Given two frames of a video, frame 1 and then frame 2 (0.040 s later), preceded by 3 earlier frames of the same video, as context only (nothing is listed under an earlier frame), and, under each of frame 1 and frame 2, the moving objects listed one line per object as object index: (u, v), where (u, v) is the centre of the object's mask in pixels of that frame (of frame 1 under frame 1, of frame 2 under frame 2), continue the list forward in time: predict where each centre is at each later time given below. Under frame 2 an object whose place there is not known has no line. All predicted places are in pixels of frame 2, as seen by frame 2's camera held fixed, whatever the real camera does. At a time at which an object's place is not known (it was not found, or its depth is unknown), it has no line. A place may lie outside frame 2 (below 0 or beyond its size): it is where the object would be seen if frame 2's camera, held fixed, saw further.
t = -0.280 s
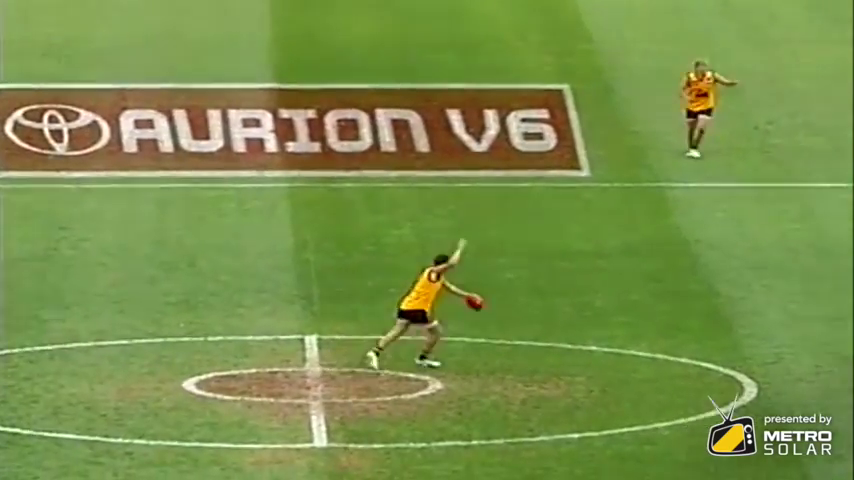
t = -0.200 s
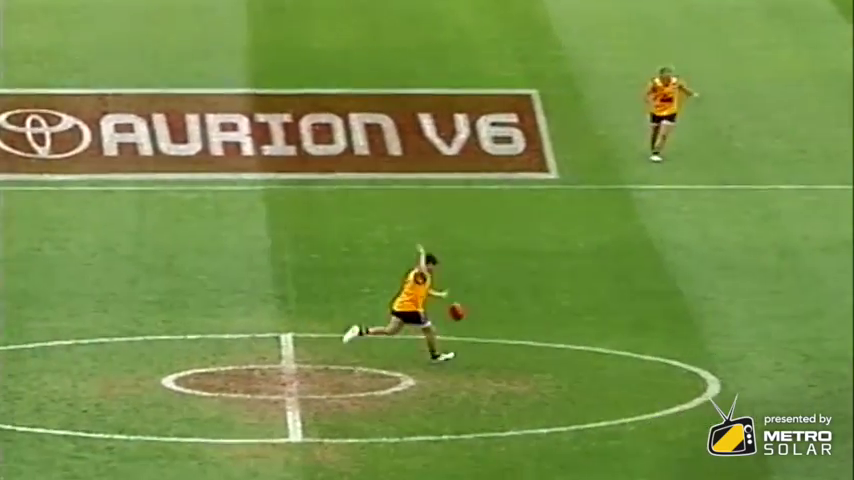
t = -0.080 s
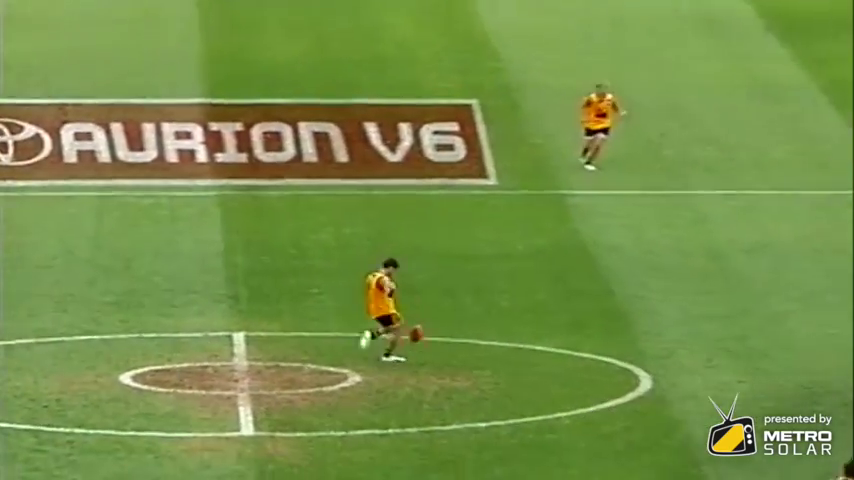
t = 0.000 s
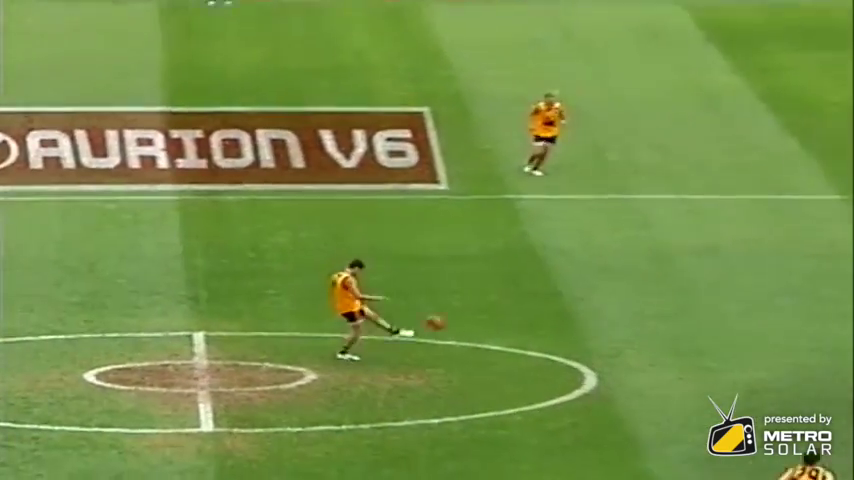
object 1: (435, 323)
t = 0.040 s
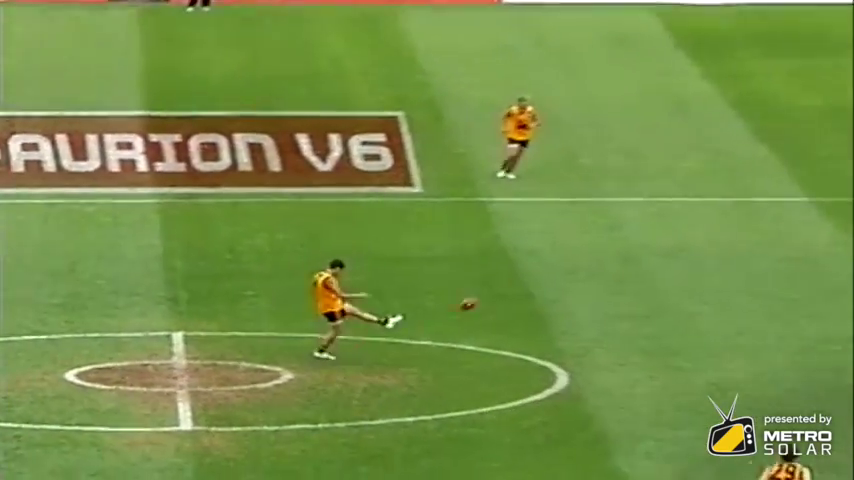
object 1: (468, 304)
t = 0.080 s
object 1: (526, 285)
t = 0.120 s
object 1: (581, 270)
